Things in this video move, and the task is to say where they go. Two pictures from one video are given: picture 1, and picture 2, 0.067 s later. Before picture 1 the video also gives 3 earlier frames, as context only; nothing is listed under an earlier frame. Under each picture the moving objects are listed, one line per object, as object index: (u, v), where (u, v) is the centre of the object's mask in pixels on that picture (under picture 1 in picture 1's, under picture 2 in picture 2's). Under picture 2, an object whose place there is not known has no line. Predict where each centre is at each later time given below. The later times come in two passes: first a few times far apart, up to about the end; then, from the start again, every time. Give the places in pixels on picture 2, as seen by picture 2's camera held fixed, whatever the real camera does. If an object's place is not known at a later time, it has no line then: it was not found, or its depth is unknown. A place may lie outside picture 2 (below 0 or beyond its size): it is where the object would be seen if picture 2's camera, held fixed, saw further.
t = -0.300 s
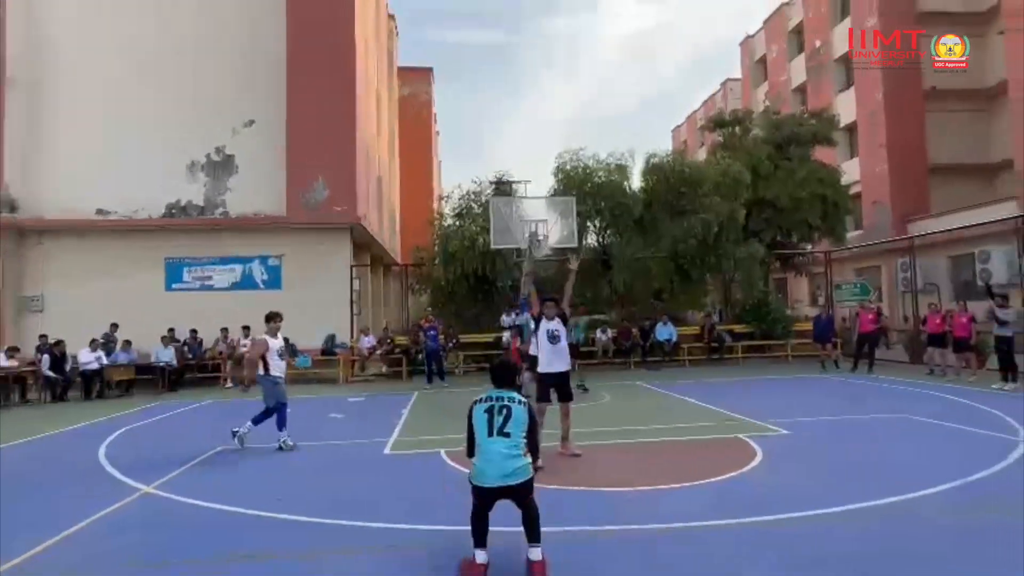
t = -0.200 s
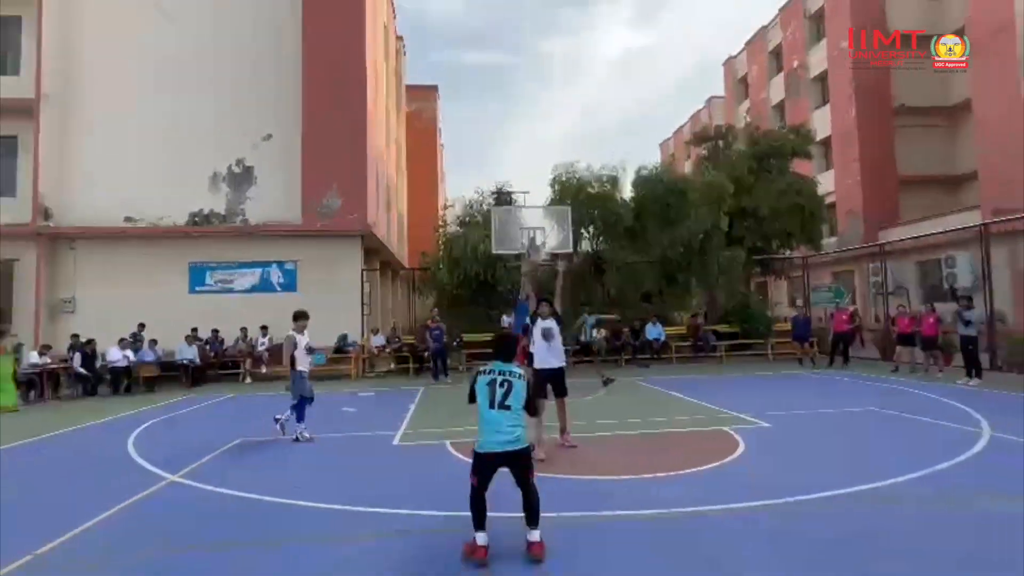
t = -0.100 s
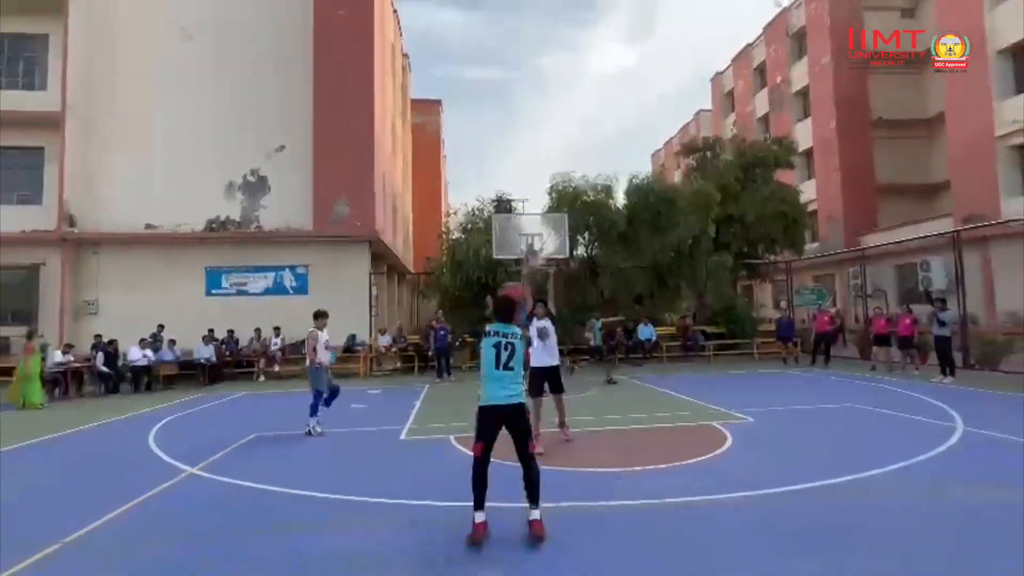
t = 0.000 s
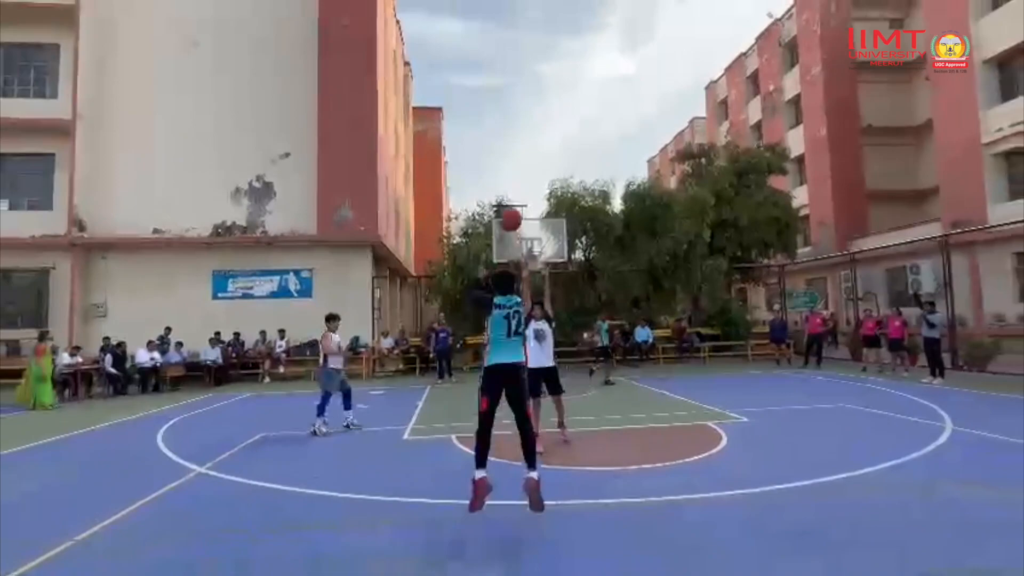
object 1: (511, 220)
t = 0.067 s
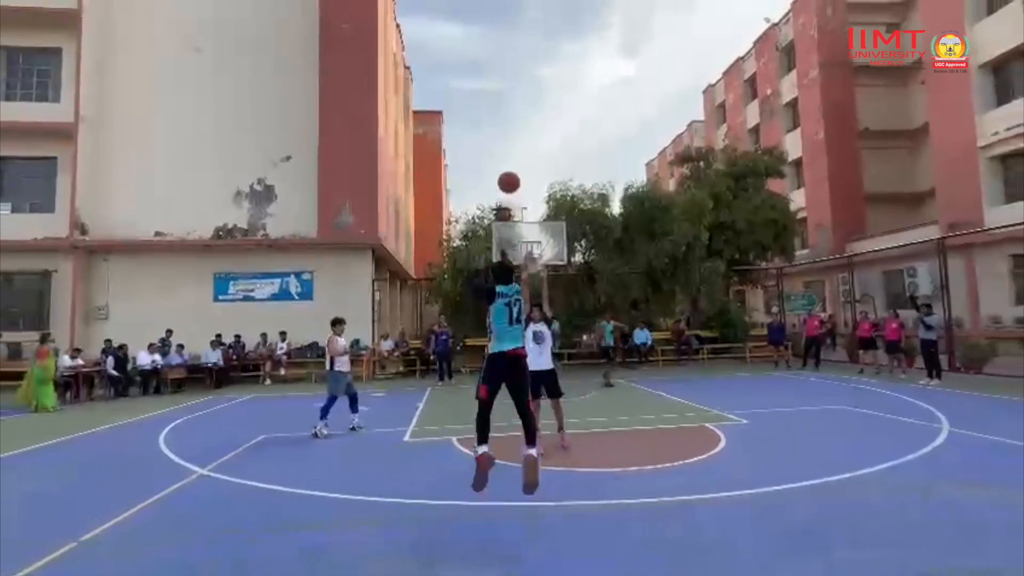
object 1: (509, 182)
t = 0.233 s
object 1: (506, 118)
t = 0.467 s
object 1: (505, 86)
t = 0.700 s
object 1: (504, 92)
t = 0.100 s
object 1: (508, 165)
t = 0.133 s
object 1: (508, 151)
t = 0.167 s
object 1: (507, 138)
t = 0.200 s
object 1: (507, 128)
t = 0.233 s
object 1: (506, 118)
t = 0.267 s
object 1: (506, 111)
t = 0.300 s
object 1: (505, 104)
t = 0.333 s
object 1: (506, 98)
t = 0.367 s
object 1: (506, 94)
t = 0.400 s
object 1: (506, 90)
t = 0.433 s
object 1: (505, 88)
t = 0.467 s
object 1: (505, 86)
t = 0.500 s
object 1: (505, 85)
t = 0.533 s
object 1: (505, 84)
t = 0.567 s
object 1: (505, 84)
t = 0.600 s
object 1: (505, 86)
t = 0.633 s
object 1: (505, 87)
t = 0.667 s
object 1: (504, 89)
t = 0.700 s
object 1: (504, 92)
